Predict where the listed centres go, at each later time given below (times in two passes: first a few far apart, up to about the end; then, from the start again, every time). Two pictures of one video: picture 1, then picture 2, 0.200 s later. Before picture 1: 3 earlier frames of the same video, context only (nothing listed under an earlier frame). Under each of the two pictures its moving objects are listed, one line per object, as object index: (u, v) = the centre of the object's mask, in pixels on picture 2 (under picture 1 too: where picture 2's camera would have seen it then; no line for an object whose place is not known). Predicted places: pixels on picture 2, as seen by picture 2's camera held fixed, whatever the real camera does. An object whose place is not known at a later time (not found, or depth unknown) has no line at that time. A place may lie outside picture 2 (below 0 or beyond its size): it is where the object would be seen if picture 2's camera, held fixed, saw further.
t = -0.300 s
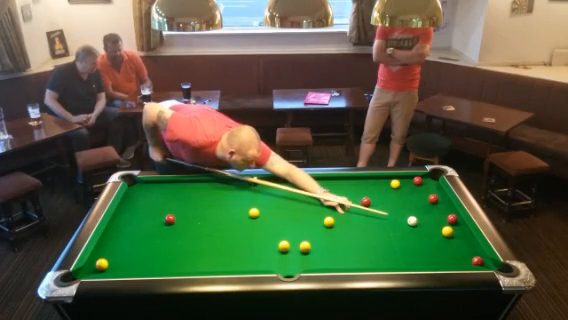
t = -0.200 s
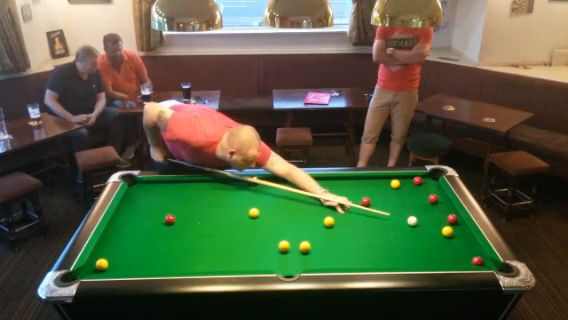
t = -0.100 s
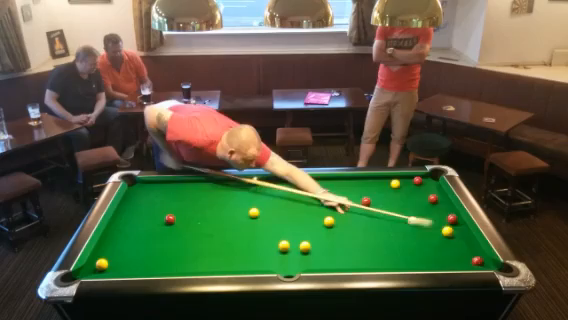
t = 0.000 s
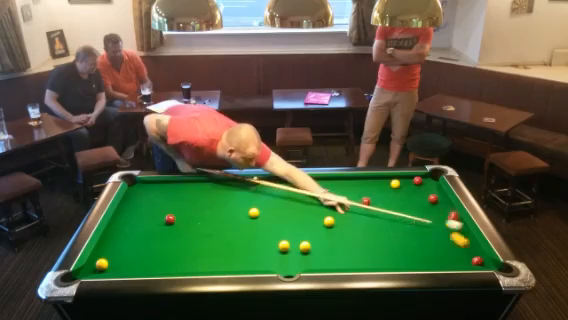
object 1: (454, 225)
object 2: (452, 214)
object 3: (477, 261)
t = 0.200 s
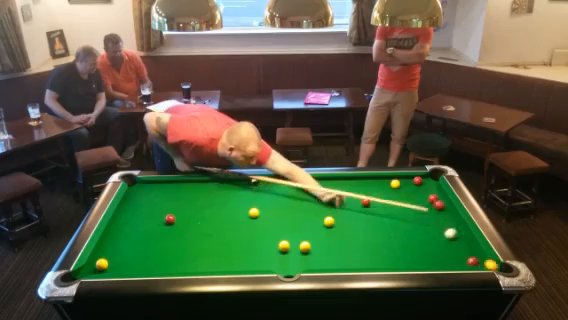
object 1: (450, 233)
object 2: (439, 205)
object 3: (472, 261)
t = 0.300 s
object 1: (445, 237)
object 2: (431, 203)
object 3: (468, 259)
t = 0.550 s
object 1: (431, 247)
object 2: (414, 200)
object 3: (457, 253)
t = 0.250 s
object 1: (448, 235)
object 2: (435, 203)
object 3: (470, 260)
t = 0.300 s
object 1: (445, 237)
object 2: (431, 203)
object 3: (468, 259)
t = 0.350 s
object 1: (442, 239)
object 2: (427, 202)
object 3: (465, 258)
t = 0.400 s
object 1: (440, 241)
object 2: (424, 202)
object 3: (463, 257)
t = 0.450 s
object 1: (437, 243)
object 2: (421, 201)
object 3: (461, 256)
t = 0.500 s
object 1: (434, 245)
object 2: (417, 201)
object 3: (459, 255)
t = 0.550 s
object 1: (431, 247)
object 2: (414, 200)
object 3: (457, 253)
